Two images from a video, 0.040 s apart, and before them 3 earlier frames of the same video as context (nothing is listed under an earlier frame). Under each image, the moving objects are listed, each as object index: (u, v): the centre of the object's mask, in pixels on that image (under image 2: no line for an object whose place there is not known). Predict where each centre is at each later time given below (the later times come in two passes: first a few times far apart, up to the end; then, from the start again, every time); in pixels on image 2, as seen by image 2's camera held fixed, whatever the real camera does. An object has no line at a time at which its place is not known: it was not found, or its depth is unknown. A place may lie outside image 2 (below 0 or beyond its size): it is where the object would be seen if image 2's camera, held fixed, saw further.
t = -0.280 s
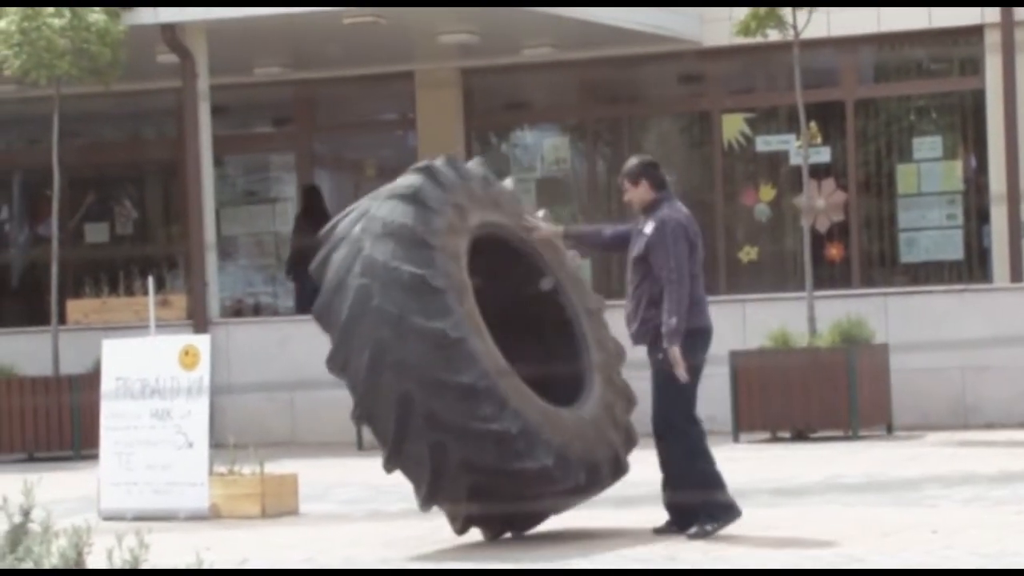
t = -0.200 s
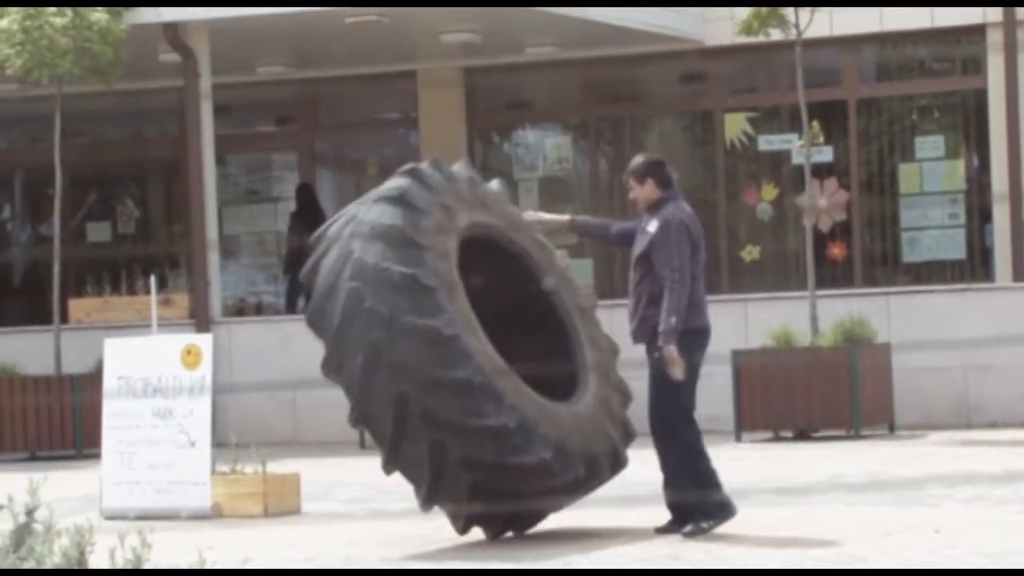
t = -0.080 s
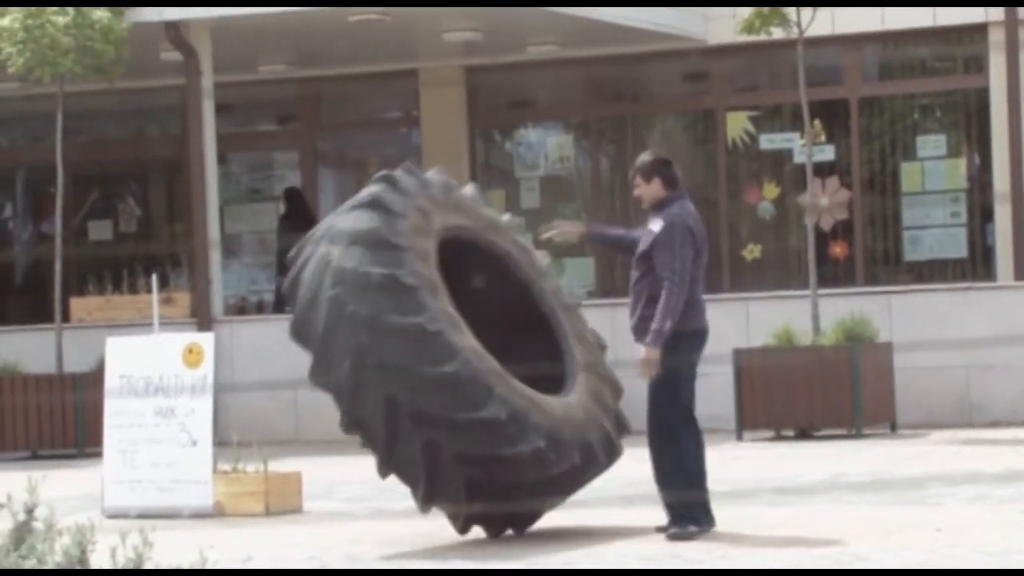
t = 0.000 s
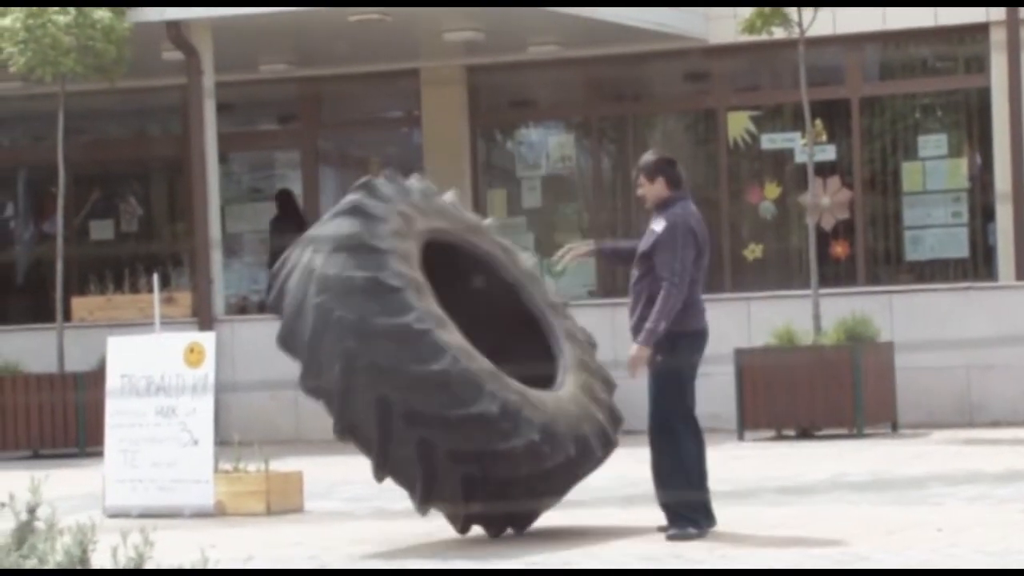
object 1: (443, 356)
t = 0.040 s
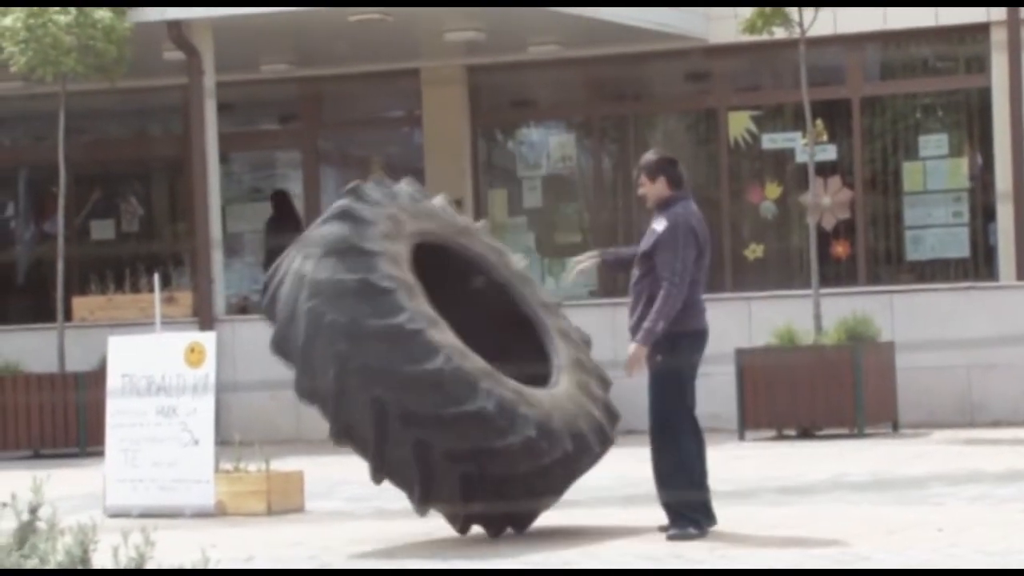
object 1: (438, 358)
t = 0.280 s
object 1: (391, 389)
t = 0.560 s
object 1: (330, 466)
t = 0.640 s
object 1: (319, 461)
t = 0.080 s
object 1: (431, 361)
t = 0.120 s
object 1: (424, 365)
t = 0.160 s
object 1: (417, 370)
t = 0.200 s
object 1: (409, 374)
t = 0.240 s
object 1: (400, 381)
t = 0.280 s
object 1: (391, 389)
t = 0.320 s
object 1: (381, 398)
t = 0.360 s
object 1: (372, 409)
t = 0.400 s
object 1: (364, 423)
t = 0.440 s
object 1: (355, 437)
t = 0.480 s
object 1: (347, 458)
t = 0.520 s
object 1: (337, 470)
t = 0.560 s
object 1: (330, 466)
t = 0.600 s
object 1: (325, 461)
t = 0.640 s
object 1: (319, 461)
